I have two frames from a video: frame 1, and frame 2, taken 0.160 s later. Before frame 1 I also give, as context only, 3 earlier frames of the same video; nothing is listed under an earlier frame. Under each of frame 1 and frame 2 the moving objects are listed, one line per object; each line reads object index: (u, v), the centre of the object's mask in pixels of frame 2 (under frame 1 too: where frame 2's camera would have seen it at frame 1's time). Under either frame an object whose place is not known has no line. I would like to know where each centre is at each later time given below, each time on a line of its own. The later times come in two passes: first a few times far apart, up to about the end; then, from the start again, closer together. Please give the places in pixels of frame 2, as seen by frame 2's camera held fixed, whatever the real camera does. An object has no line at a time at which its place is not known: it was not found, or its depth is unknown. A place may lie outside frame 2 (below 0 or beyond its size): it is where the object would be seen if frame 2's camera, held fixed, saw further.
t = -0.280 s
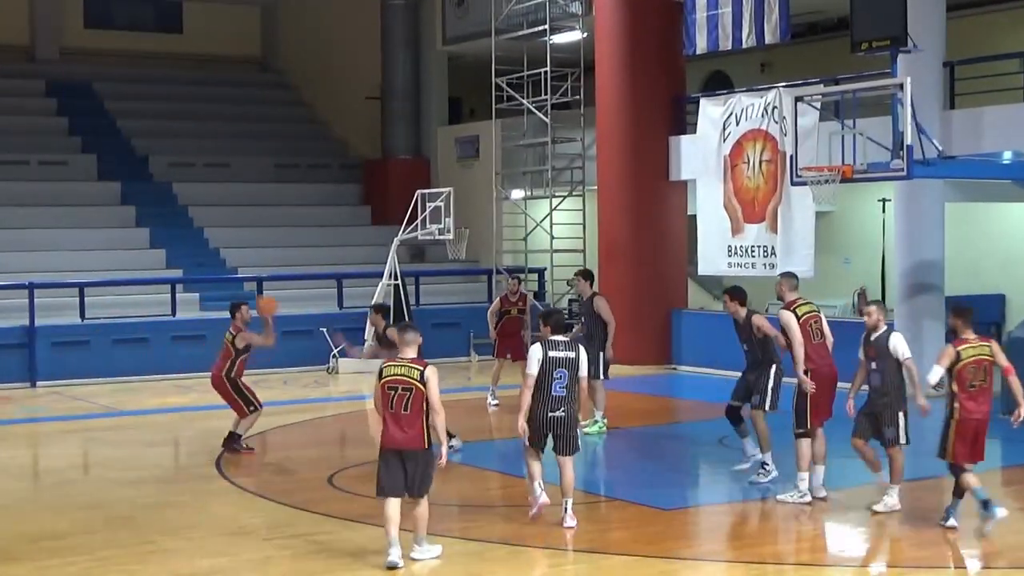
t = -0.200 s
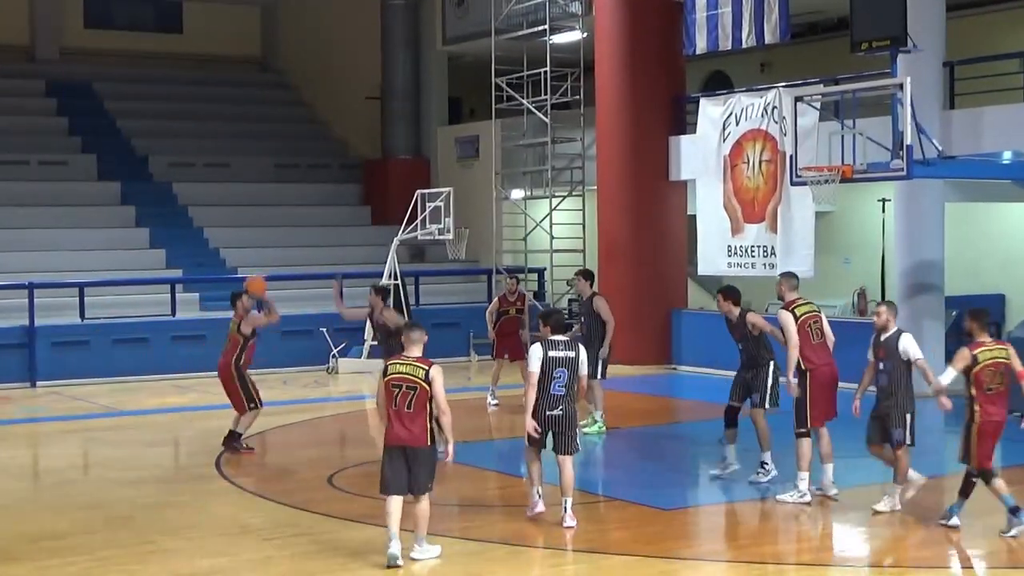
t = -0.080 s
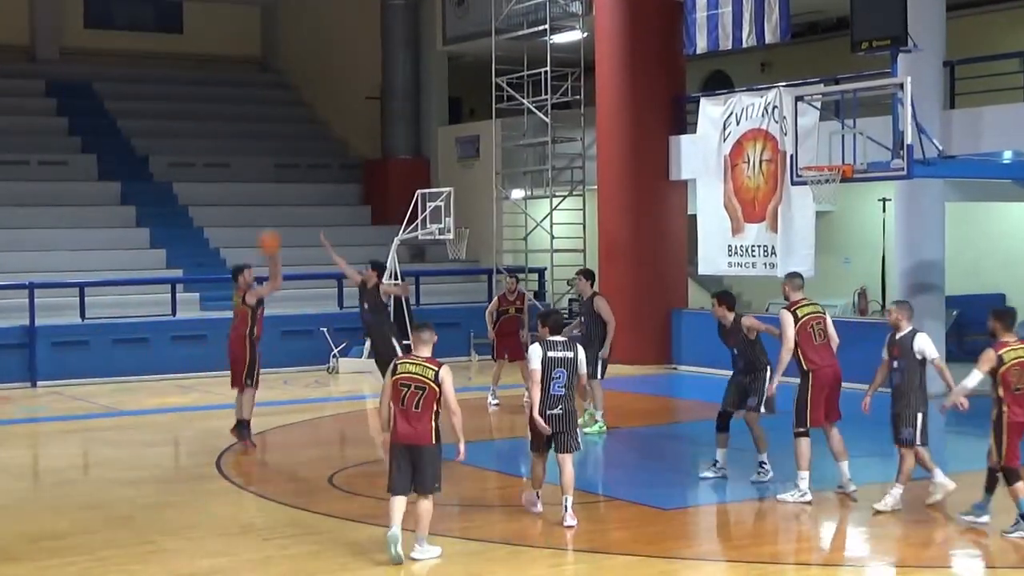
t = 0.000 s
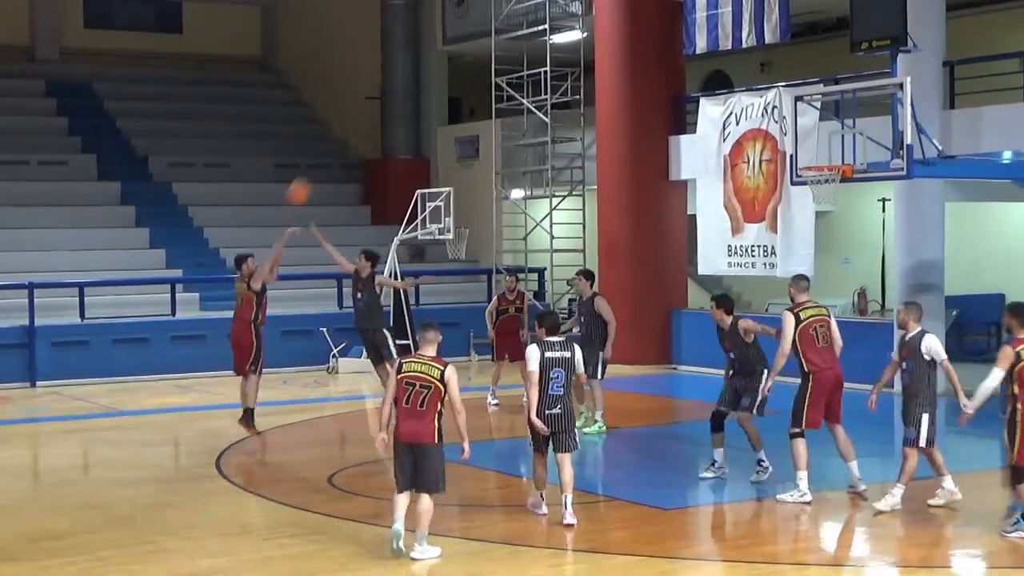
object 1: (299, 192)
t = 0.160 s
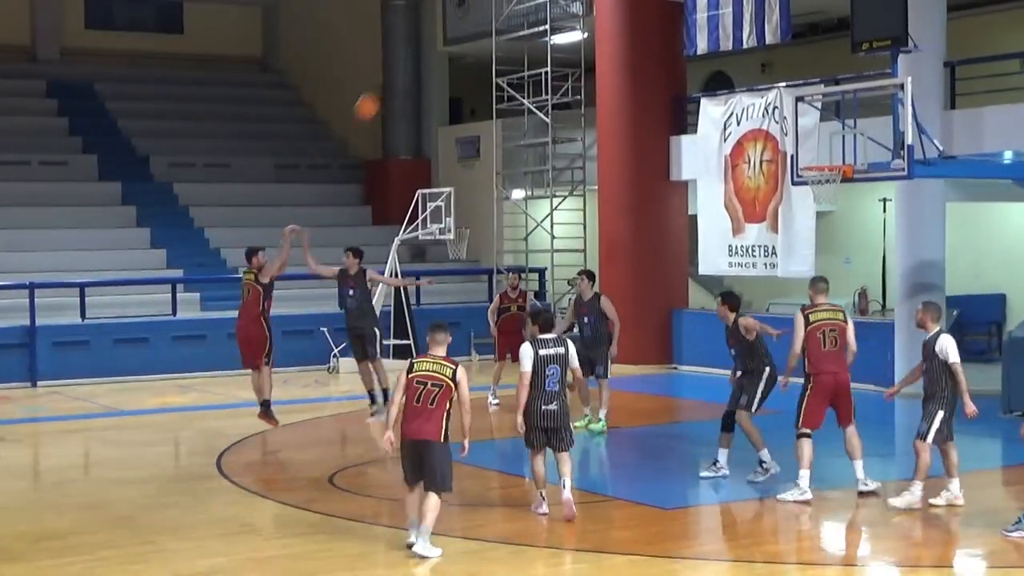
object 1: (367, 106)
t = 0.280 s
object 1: (417, 57)
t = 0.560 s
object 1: (533, 1)
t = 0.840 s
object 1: (647, 4)
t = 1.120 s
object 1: (758, 72)
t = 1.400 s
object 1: (819, 156)
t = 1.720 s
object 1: (848, 141)
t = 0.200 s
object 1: (382, 89)
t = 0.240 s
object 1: (400, 72)
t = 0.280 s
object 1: (417, 57)
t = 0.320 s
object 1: (432, 44)
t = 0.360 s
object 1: (450, 32)
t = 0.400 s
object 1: (466, 21)
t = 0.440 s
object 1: (481, 12)
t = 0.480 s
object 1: (499, 6)
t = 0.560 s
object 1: (533, 1)
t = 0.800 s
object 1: (633, 2)
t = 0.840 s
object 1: (647, 4)
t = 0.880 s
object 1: (662, 7)
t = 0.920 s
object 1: (677, 12)
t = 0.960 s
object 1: (692, 21)
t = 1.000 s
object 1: (710, 32)
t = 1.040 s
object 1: (727, 45)
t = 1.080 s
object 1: (742, 58)
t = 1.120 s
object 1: (758, 72)
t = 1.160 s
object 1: (773, 85)
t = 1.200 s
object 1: (790, 104)
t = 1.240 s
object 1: (805, 123)
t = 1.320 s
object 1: (833, 160)
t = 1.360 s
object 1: (812, 164)
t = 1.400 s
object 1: (819, 156)
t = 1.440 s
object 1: (832, 147)
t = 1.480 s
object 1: (845, 139)
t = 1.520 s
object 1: (857, 132)
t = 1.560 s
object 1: (856, 131)
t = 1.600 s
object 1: (854, 132)
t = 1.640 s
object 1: (853, 134)
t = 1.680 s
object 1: (850, 138)
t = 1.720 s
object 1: (848, 141)
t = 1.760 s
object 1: (845, 149)
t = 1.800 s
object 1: (843, 157)
